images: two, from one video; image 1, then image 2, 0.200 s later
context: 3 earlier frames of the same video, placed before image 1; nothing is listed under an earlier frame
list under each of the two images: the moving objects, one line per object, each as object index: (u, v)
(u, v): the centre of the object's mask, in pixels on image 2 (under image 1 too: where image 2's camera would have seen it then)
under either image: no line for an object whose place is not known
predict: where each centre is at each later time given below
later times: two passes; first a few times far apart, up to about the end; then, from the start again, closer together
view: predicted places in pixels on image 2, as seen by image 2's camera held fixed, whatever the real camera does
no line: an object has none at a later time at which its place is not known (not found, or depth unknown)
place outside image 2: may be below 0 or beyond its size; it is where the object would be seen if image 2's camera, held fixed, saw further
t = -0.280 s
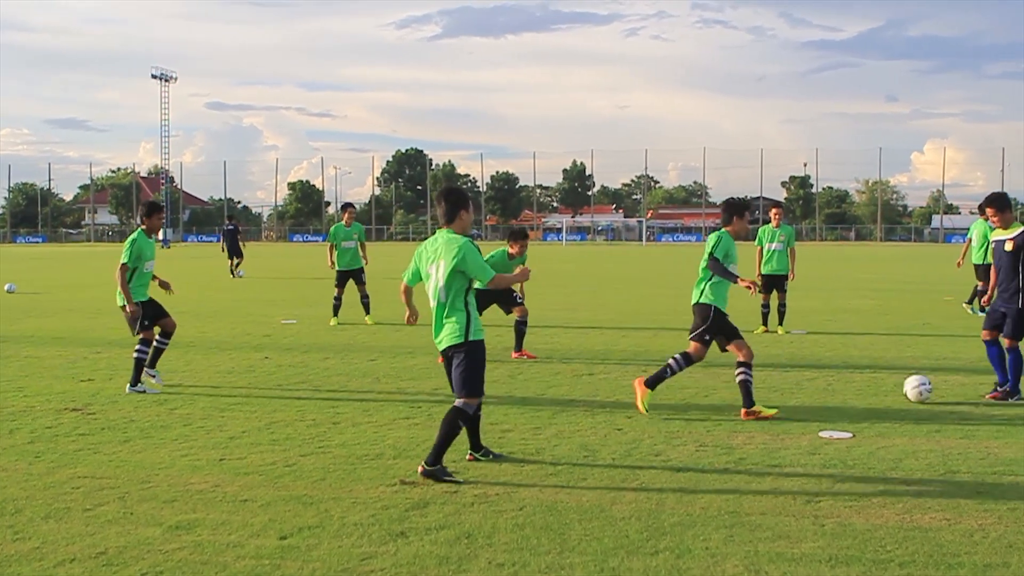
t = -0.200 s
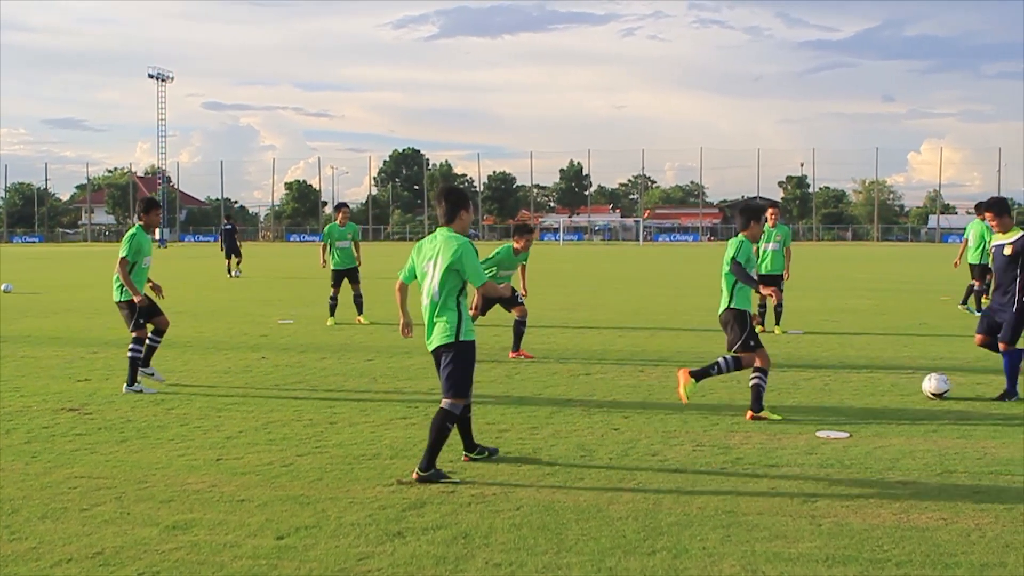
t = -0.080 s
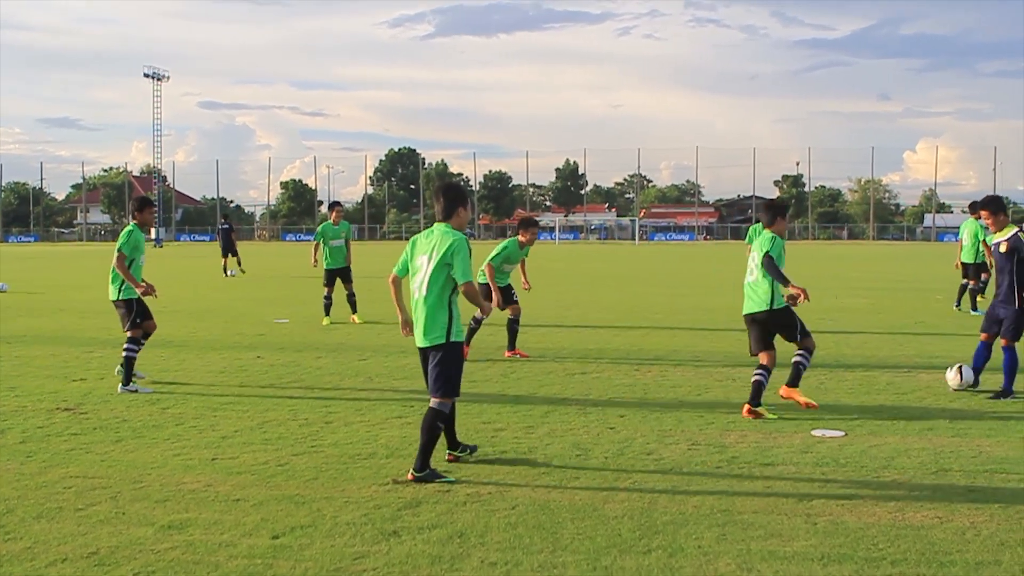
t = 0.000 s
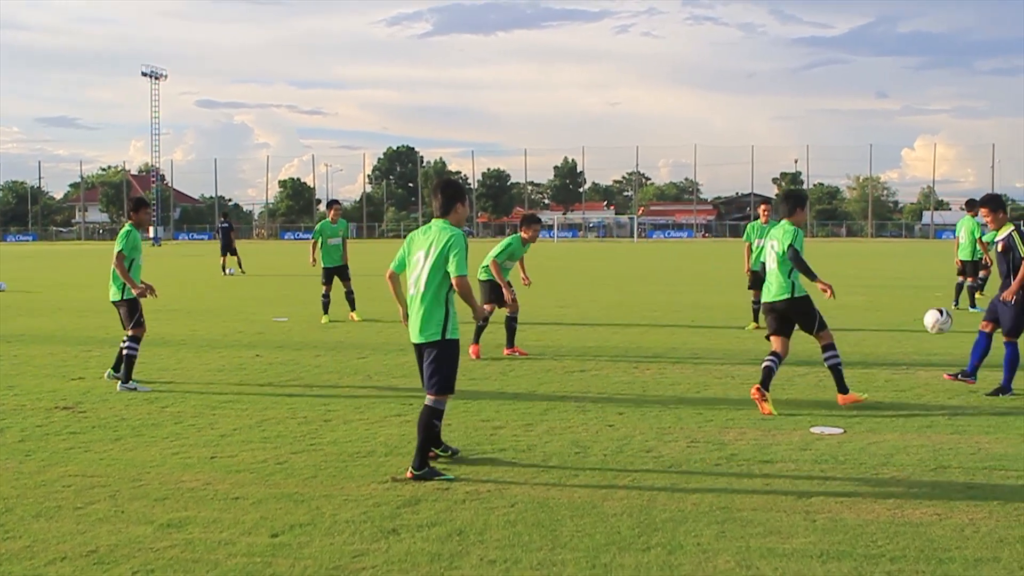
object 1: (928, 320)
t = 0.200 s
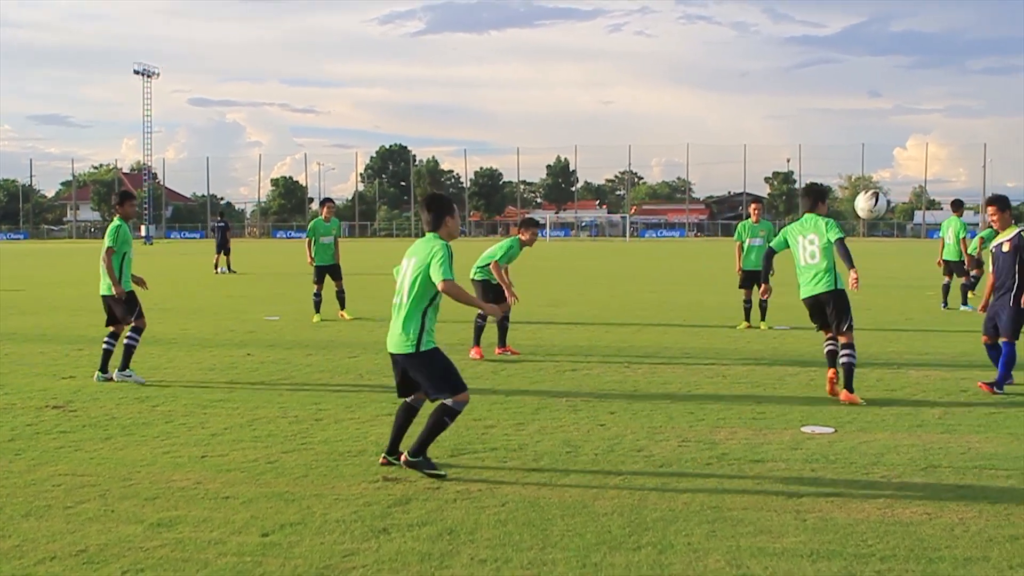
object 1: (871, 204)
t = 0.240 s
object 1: (855, 184)
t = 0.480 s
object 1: (767, 99)
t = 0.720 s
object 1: (649, 89)
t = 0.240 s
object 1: (855, 184)
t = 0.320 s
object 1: (830, 150)
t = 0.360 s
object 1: (815, 134)
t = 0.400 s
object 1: (799, 121)
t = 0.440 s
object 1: (783, 109)
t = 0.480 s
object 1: (767, 99)
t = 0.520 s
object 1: (749, 91)
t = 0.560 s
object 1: (731, 86)
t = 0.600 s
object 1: (712, 83)
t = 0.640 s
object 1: (692, 82)
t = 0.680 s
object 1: (671, 84)
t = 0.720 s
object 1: (649, 89)
